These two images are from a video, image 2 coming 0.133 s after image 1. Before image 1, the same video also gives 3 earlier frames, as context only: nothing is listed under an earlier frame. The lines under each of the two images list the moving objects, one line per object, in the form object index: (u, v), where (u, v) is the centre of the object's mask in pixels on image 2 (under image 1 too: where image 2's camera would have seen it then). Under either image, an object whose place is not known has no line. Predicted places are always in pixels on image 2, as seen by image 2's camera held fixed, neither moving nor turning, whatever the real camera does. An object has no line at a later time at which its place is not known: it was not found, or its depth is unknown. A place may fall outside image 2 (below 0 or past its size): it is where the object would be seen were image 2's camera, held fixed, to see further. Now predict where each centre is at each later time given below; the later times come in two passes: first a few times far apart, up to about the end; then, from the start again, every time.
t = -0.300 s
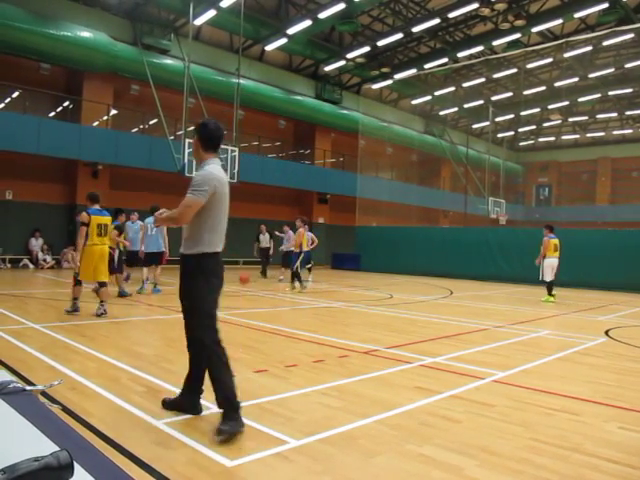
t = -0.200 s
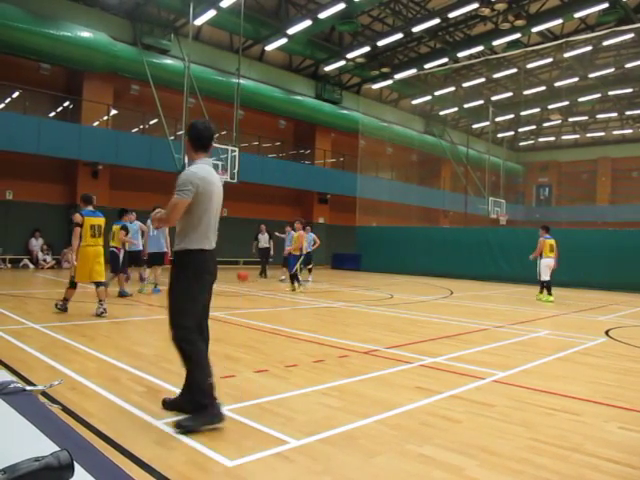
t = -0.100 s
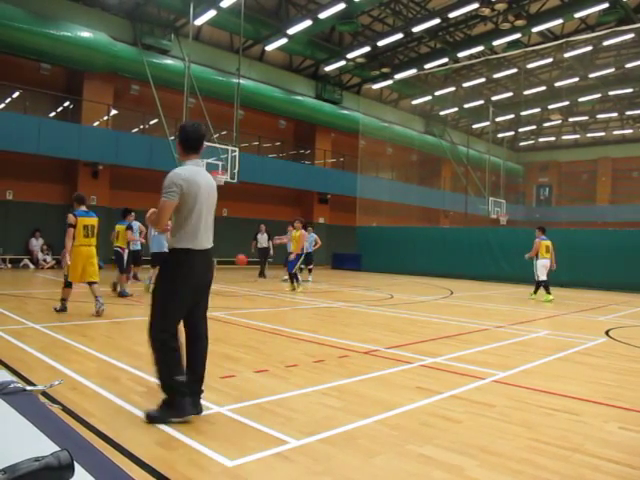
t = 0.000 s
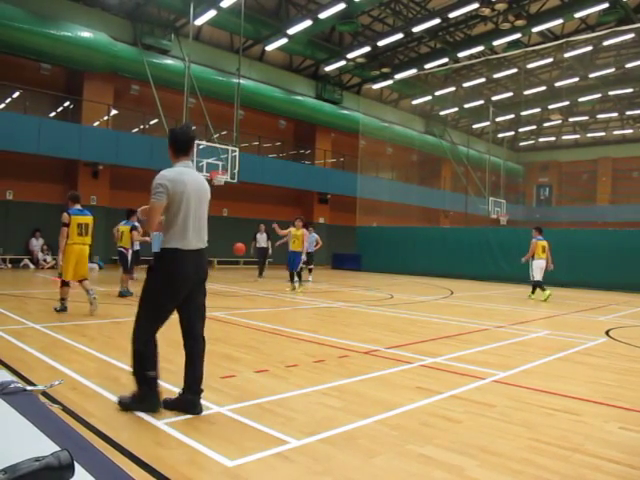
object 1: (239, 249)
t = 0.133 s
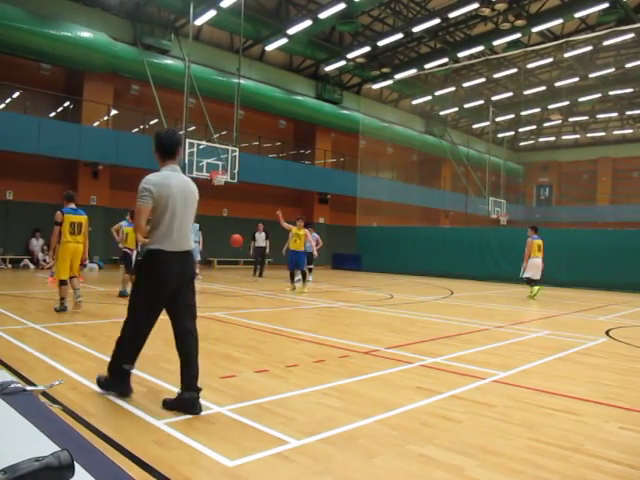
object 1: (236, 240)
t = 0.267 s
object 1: (233, 240)
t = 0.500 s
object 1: (225, 264)
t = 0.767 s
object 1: (214, 283)
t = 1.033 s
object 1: (201, 263)
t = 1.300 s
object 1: (182, 293)
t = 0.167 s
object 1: (235, 240)
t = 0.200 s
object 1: (234, 239)
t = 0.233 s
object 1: (233, 240)
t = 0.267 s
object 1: (233, 240)
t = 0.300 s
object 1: (232, 242)
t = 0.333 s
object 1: (230, 244)
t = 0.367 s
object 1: (229, 247)
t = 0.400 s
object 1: (228, 250)
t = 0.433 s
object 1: (227, 255)
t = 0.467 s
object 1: (226, 258)
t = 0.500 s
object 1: (225, 264)
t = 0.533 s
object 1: (223, 270)
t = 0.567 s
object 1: (222, 278)
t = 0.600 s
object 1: (220, 287)
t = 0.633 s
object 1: (219, 295)
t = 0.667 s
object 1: (218, 300)
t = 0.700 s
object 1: (216, 295)
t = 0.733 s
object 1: (215, 289)
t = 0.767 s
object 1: (214, 283)
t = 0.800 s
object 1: (213, 279)
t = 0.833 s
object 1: (211, 273)
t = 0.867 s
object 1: (209, 271)
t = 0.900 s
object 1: (208, 267)
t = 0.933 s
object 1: (207, 265)
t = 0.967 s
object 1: (205, 263)
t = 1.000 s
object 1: (203, 263)
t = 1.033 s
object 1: (201, 263)
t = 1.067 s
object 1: (199, 263)
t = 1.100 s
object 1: (197, 265)
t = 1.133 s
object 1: (195, 267)
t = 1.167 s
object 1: (193, 270)
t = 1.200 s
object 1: (190, 274)
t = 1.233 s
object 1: (187, 279)
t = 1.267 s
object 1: (185, 285)
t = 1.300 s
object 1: (182, 293)
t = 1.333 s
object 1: (180, 302)
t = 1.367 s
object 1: (177, 312)
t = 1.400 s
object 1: (174, 322)
